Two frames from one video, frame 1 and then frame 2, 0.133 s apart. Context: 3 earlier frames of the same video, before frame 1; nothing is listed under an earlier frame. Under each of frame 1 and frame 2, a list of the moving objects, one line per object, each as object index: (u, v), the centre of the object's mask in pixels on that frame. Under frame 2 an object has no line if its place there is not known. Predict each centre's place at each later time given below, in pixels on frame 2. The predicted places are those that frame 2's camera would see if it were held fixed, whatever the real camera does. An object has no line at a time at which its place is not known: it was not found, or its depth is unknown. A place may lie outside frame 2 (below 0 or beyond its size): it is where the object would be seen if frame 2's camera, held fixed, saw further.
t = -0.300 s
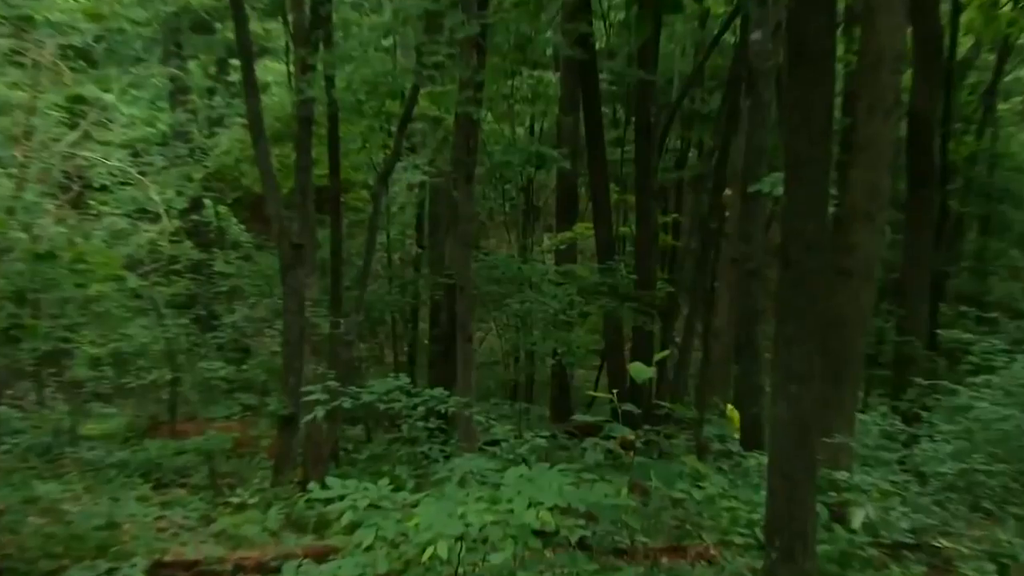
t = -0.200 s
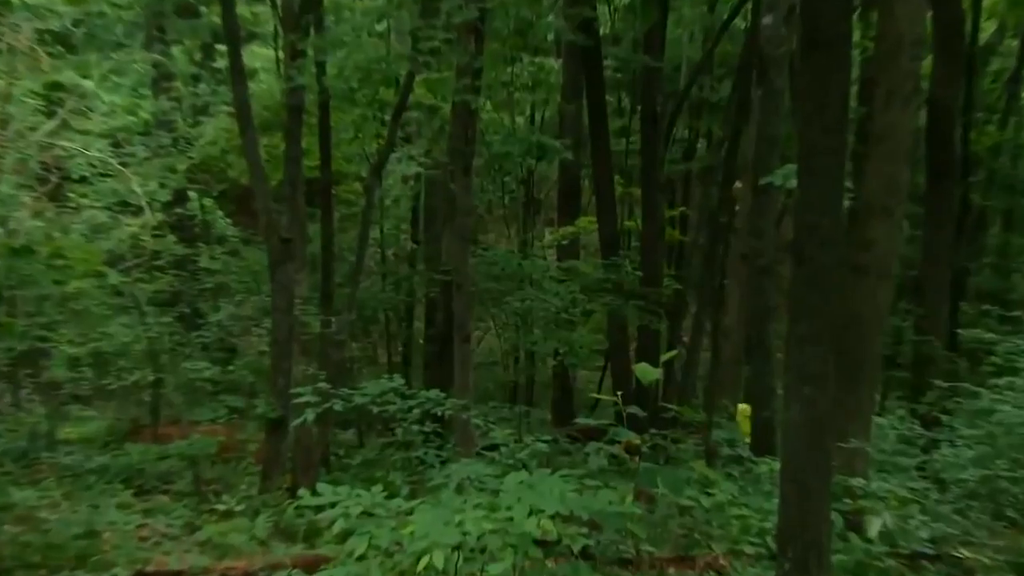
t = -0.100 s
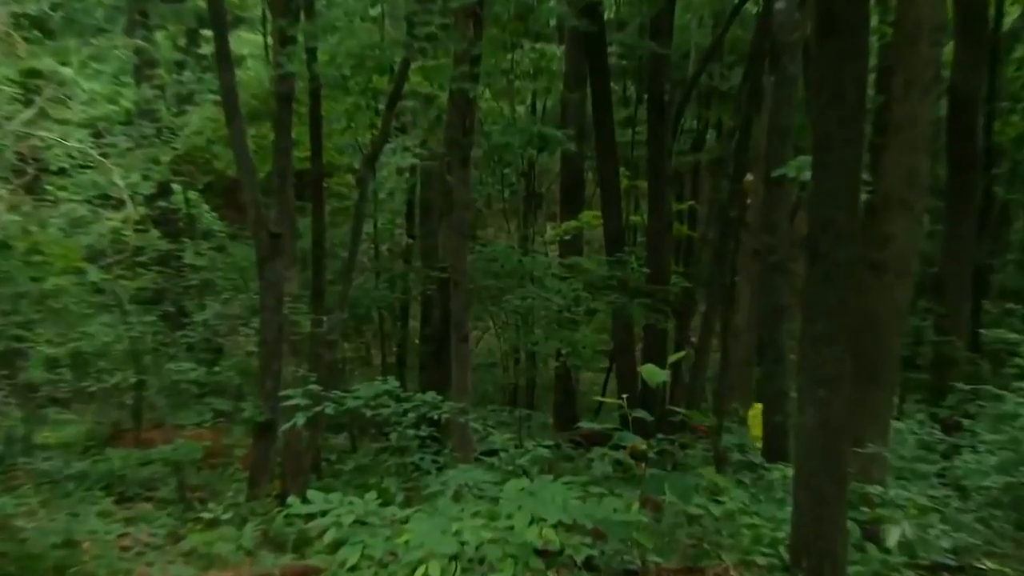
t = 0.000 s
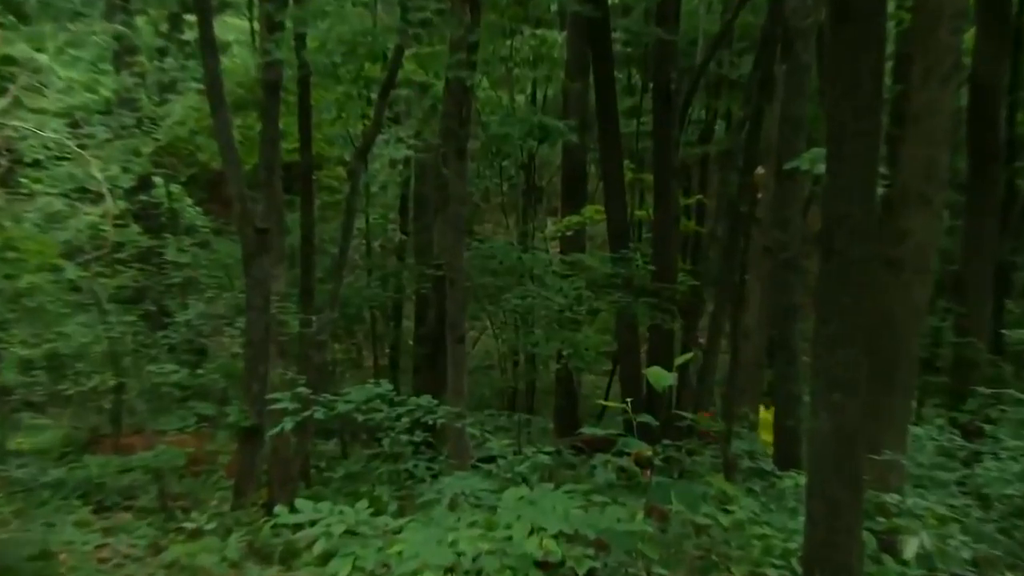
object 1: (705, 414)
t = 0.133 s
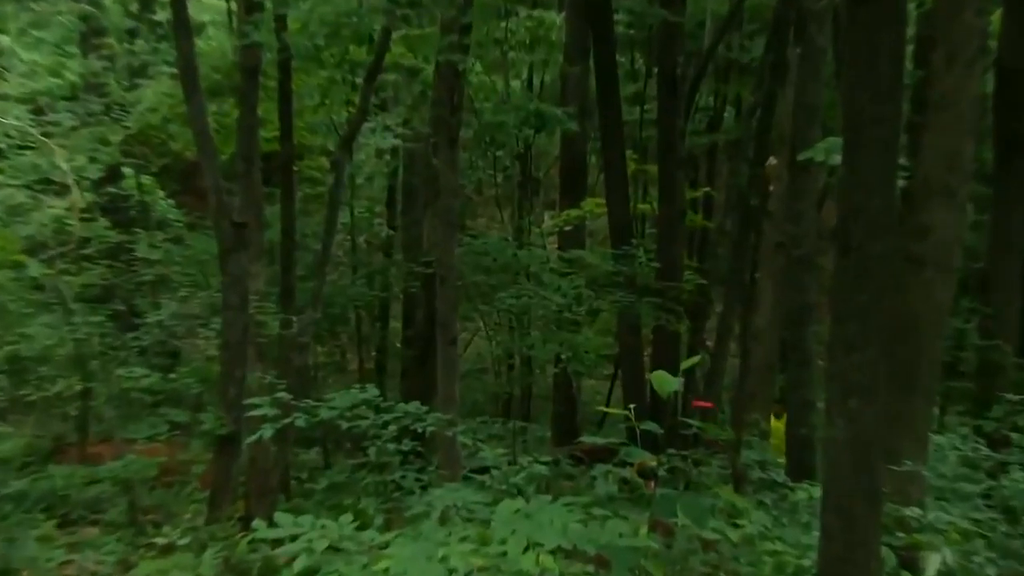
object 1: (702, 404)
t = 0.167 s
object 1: (699, 400)
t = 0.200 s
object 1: (696, 396)
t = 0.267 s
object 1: (696, 393)
